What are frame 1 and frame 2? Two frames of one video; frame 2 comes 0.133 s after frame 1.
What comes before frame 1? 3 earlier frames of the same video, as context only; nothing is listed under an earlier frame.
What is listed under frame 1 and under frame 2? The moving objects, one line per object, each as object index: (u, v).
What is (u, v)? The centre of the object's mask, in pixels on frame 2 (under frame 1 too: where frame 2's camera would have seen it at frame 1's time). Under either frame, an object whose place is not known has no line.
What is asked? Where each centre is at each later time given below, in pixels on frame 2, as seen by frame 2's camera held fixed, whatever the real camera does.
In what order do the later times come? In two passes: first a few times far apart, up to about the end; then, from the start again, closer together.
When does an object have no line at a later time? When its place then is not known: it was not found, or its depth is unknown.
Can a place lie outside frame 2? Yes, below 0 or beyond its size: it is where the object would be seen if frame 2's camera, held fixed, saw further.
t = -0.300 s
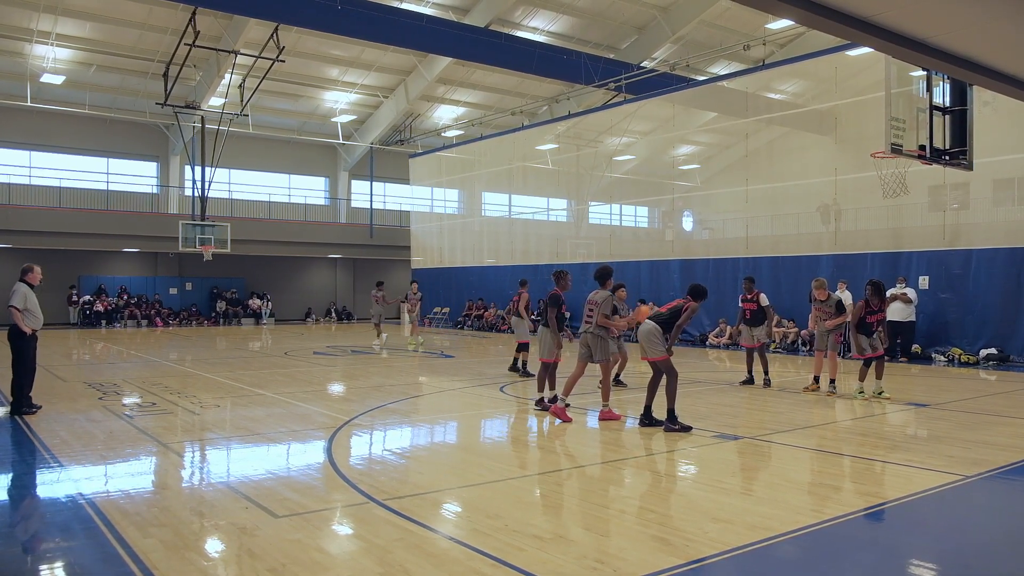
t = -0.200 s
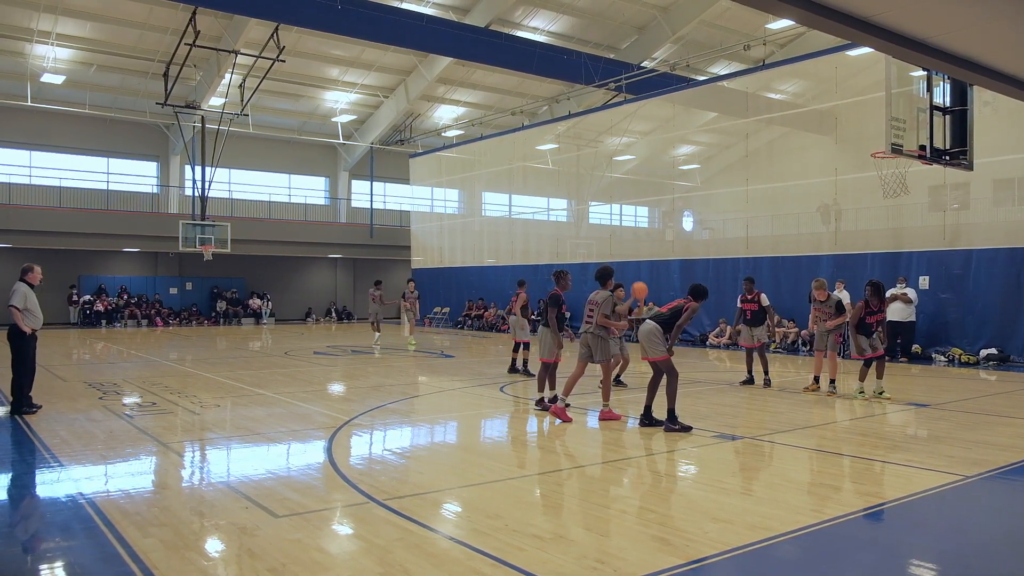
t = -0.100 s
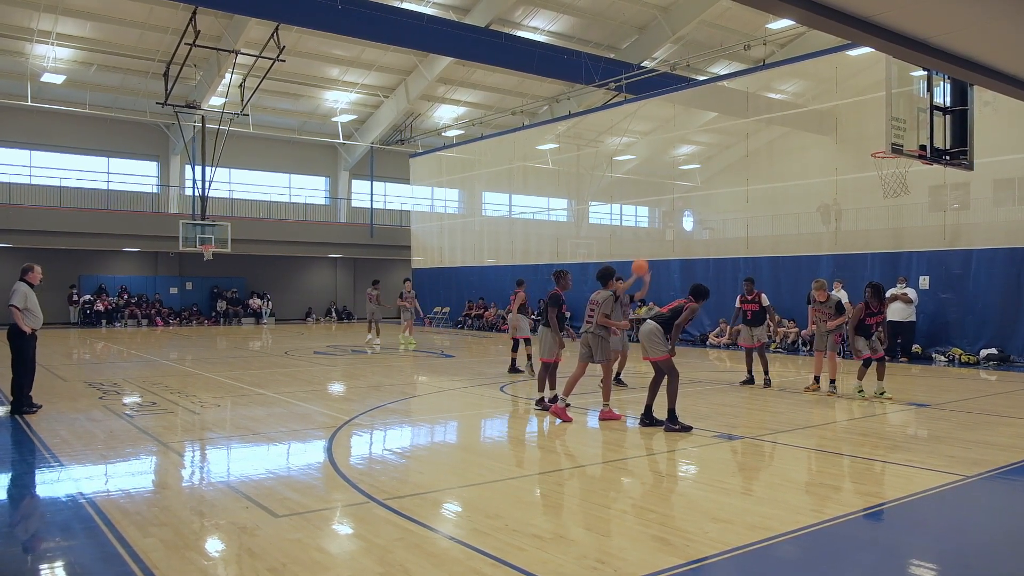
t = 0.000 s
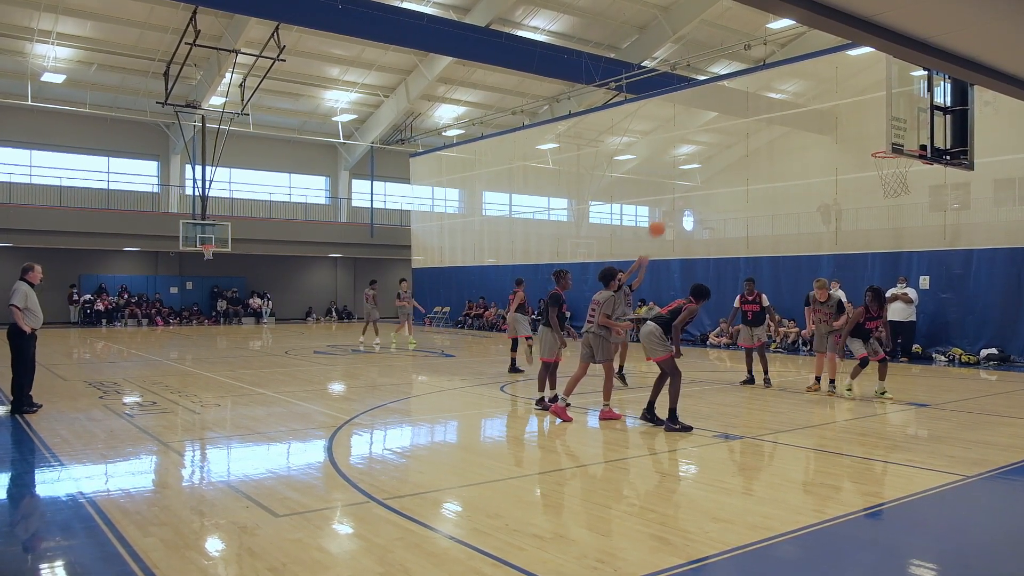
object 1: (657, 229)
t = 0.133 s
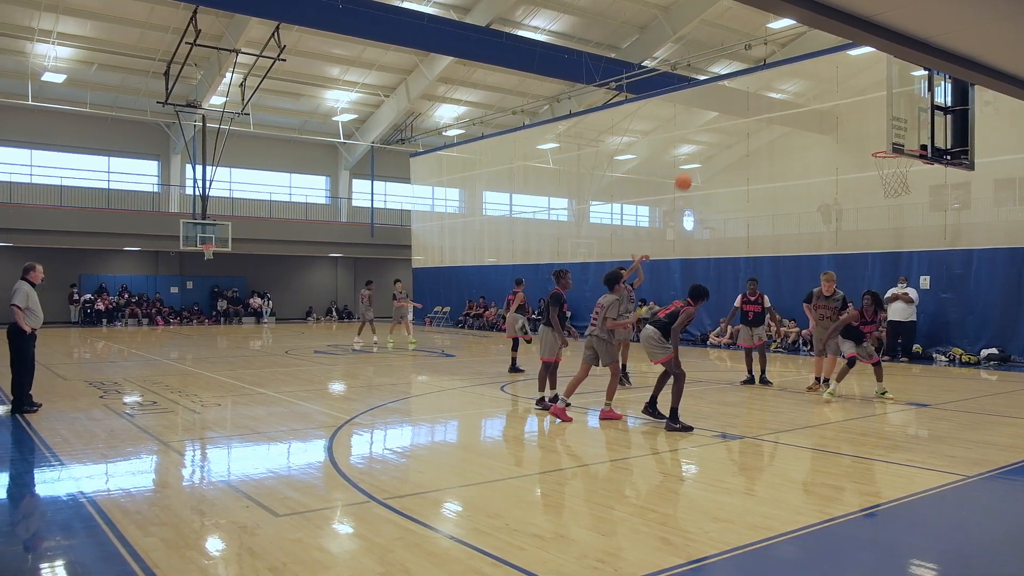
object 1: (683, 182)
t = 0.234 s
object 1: (704, 154)
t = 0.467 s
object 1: (756, 108)
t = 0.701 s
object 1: (815, 100)
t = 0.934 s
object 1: (879, 137)
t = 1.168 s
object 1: (890, 179)
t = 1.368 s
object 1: (874, 196)
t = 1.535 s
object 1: (866, 232)
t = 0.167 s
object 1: (690, 173)
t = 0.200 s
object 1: (697, 162)
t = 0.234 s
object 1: (704, 154)
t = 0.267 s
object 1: (711, 145)
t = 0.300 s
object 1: (718, 138)
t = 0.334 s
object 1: (725, 130)
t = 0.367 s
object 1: (733, 124)
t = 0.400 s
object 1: (740, 118)
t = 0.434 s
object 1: (748, 113)
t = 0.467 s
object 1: (756, 108)
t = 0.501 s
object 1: (763, 105)
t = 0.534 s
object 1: (771, 102)
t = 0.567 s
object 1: (780, 100)
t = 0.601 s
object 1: (788, 99)
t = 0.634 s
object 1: (797, 98)
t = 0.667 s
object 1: (805, 98)
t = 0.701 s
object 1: (815, 100)
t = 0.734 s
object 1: (824, 102)
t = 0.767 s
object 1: (833, 105)
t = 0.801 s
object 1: (843, 109)
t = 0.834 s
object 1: (853, 115)
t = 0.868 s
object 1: (863, 121)
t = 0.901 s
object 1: (873, 129)
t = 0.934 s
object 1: (879, 137)
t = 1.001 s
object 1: (898, 160)
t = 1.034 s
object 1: (903, 164)
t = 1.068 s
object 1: (902, 168)
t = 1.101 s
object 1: (899, 172)
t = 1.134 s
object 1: (894, 176)
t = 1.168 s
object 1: (890, 179)
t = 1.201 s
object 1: (885, 181)
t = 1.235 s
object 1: (881, 184)
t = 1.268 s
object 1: (879, 186)
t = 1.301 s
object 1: (877, 188)
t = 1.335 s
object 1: (875, 192)
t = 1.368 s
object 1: (874, 196)
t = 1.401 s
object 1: (872, 201)
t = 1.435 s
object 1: (871, 208)
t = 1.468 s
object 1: (869, 215)
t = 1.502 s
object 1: (867, 223)
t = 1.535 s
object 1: (866, 232)
